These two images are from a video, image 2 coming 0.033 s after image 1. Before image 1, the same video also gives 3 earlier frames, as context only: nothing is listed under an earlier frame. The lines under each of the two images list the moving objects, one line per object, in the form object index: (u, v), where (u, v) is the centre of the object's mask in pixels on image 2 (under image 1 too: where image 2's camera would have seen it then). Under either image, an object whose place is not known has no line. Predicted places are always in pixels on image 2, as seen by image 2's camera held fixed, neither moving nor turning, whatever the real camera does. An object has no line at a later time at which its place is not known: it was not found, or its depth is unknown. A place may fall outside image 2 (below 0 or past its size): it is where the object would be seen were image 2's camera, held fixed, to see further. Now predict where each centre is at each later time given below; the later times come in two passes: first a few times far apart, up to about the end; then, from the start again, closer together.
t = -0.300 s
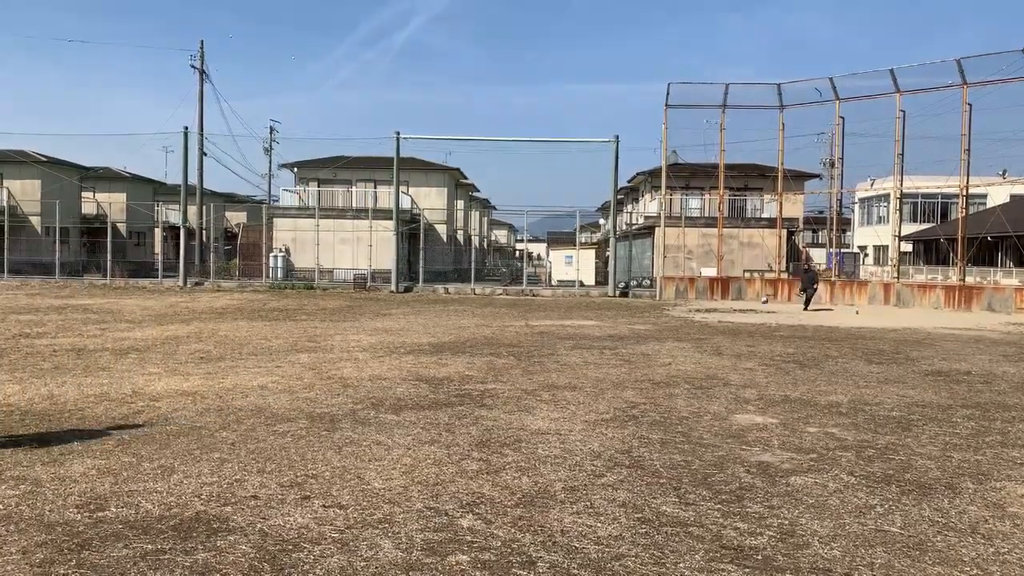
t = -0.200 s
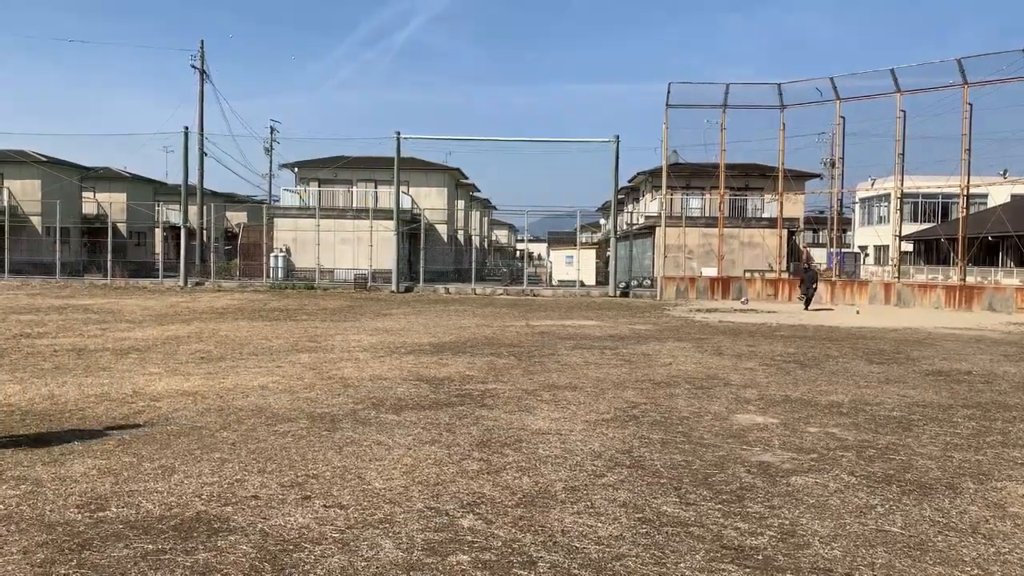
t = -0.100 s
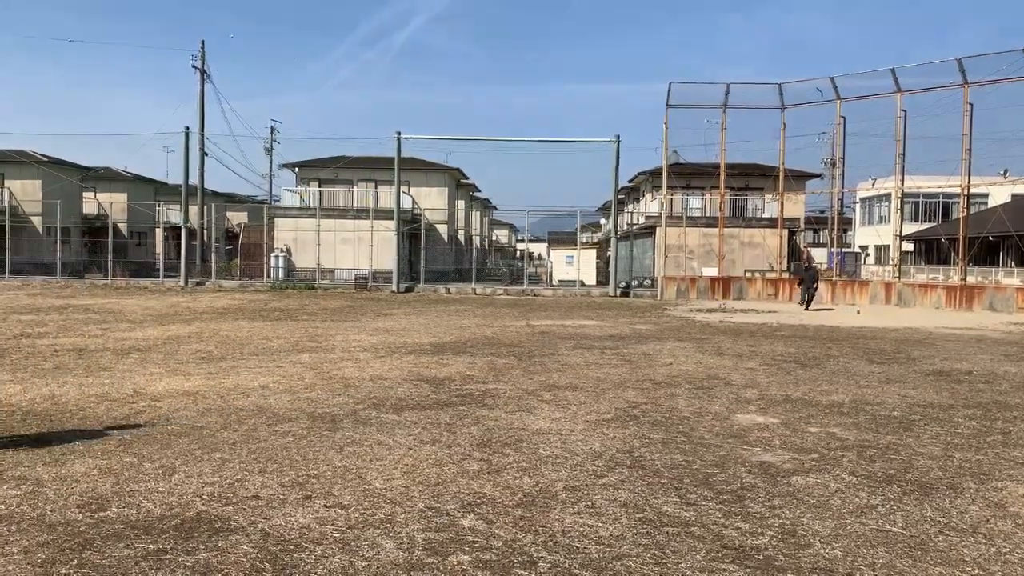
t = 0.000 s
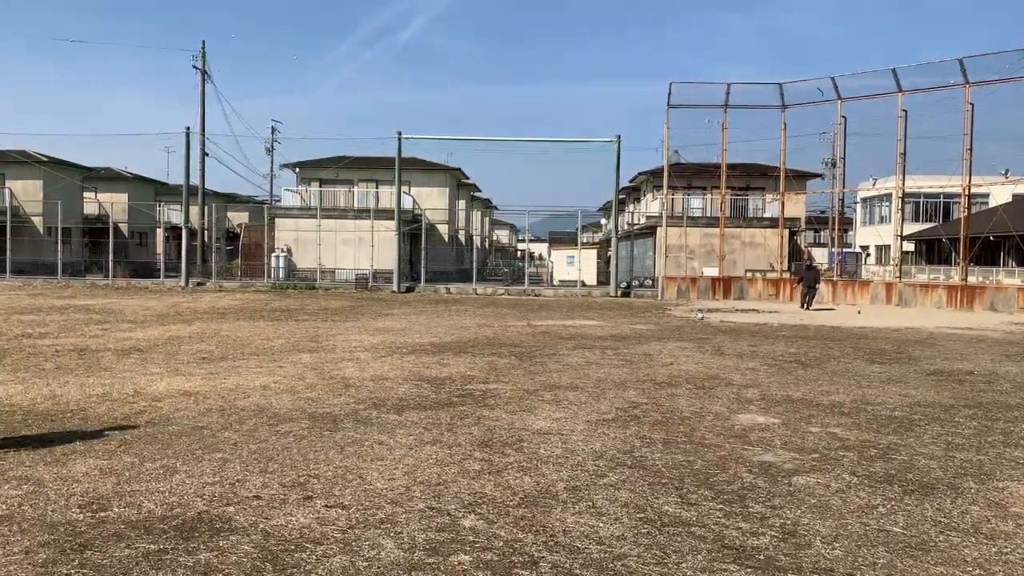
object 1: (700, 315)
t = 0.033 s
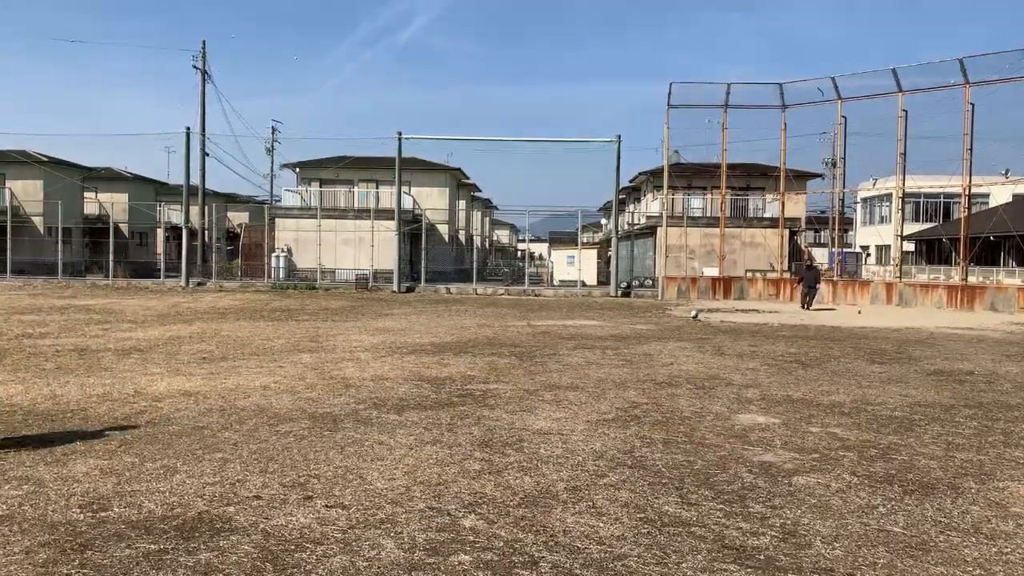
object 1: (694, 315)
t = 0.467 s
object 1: (609, 323)
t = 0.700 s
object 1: (564, 326)
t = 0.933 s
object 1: (513, 337)
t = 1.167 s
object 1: (453, 346)
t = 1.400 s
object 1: (378, 352)
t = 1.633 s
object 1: (286, 365)
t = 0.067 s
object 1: (689, 312)
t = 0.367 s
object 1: (630, 318)
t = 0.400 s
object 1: (622, 323)
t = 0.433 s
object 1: (615, 325)
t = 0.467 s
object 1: (609, 323)
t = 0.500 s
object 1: (603, 321)
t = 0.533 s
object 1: (597, 320)
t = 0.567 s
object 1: (591, 320)
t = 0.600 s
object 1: (585, 321)
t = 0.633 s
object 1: (578, 322)
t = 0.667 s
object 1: (571, 324)
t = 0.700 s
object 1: (564, 326)
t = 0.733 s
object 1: (557, 330)
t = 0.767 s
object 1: (550, 331)
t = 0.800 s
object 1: (543, 332)
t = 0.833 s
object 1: (536, 331)
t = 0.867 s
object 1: (529, 333)
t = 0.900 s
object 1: (521, 335)
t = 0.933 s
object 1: (513, 337)
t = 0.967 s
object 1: (505, 337)
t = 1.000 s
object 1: (497, 336)
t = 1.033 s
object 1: (488, 337)
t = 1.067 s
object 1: (479, 338)
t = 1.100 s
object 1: (470, 340)
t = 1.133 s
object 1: (461, 343)
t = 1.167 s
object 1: (453, 346)
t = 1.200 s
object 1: (441, 347)
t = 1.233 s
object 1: (433, 348)
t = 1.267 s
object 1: (422, 350)
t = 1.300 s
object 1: (412, 349)
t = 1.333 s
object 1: (401, 349)
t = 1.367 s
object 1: (391, 349)
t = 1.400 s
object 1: (378, 352)
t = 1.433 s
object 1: (366, 356)
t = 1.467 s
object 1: (354, 358)
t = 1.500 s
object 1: (341, 360)
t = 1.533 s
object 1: (328, 362)
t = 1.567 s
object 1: (314, 362)
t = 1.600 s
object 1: (302, 364)
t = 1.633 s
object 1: (286, 365)
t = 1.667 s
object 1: (271, 368)
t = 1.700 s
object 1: (255, 368)
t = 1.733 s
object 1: (240, 370)
